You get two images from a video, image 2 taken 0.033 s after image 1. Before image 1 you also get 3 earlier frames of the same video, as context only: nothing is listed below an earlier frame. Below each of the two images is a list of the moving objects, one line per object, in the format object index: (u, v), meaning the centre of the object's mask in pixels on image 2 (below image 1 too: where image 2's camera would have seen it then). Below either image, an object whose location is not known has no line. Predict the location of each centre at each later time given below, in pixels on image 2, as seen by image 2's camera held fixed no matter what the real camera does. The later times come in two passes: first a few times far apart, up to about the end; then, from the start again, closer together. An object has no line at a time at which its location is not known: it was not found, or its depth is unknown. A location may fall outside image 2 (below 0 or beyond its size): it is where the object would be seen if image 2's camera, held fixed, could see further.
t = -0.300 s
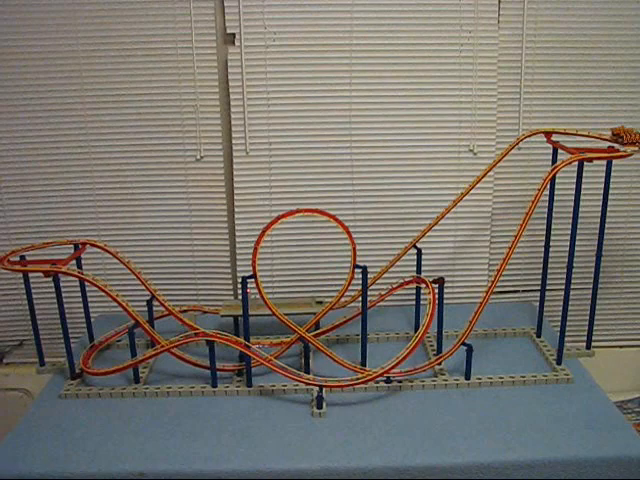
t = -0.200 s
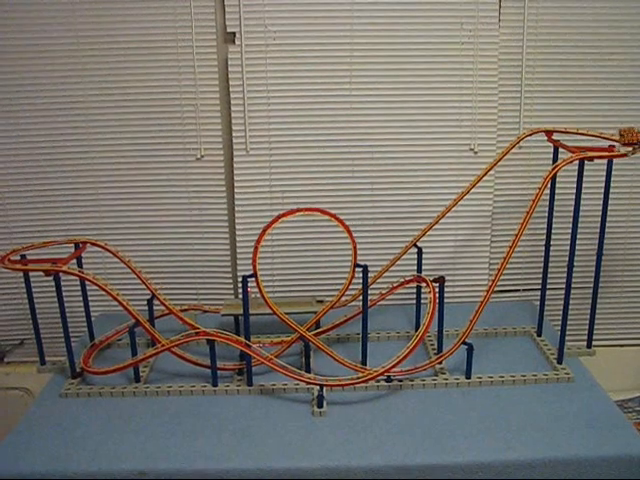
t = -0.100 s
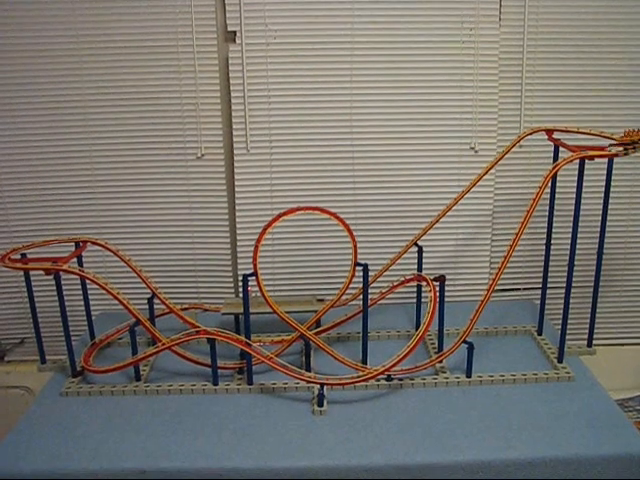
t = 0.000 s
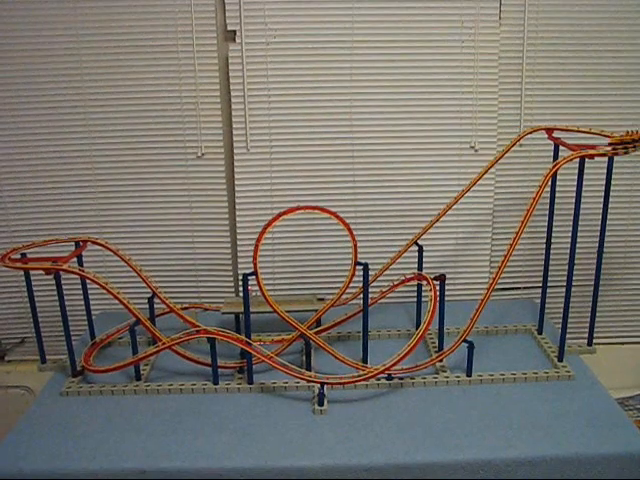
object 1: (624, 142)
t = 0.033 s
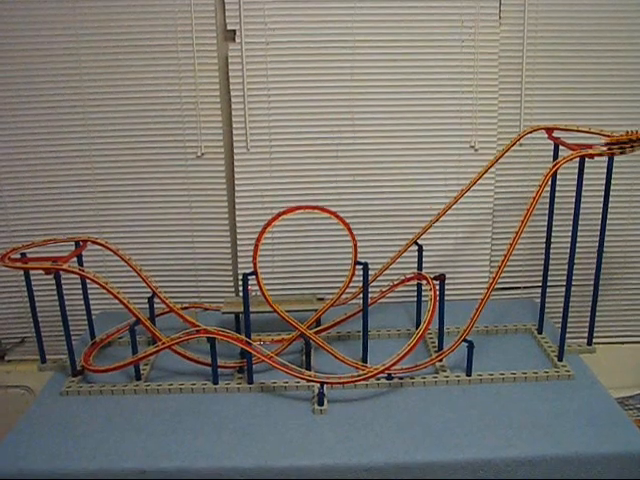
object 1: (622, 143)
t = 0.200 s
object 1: (611, 144)
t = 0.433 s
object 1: (594, 147)
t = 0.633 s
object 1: (544, 173)
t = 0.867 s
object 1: (457, 331)
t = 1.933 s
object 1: (93, 273)
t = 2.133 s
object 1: (43, 261)
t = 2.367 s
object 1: (16, 258)
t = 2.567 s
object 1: (6, 251)
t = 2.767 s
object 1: (17, 244)
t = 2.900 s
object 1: (34, 239)
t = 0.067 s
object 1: (620, 143)
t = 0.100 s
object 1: (619, 143)
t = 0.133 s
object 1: (617, 144)
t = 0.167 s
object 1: (615, 144)
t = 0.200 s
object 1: (611, 144)
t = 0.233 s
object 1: (610, 145)
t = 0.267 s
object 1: (609, 145)
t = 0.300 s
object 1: (606, 145)
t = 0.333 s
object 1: (603, 145)
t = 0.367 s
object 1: (602, 145)
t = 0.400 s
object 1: (598, 146)
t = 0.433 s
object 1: (594, 147)
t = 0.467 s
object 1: (591, 147)
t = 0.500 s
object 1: (588, 149)
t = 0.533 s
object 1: (583, 151)
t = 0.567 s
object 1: (567, 155)
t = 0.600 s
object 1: (557, 161)
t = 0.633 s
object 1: (544, 173)
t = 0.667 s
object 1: (537, 183)
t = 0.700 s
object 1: (526, 202)
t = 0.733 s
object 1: (515, 225)
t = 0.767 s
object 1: (504, 247)
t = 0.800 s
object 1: (490, 277)
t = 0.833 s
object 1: (473, 307)
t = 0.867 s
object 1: (457, 331)
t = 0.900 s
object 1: (435, 352)
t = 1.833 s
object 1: (128, 298)
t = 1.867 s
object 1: (114, 284)
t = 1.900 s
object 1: (102, 278)
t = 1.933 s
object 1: (93, 273)
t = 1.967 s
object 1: (83, 269)
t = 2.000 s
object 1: (72, 266)
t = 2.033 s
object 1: (62, 264)
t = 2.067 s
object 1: (54, 261)
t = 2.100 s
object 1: (49, 262)
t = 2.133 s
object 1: (43, 261)
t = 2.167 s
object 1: (38, 261)
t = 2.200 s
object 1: (34, 260)
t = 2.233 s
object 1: (27, 260)
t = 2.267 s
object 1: (26, 260)
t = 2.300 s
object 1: (21, 259)
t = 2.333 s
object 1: (17, 258)
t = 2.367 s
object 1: (16, 258)
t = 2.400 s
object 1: (11, 257)
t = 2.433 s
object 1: (10, 256)
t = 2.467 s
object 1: (9, 255)
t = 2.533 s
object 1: (6, 252)
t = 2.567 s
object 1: (6, 251)
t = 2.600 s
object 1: (7, 250)
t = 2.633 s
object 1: (8, 249)
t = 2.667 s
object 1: (10, 247)
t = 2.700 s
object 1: (13, 246)
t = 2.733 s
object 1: (15, 245)
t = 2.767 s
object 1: (17, 244)
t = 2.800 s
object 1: (21, 242)
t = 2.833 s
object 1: (25, 241)
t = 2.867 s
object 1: (30, 240)
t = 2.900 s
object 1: (34, 239)
